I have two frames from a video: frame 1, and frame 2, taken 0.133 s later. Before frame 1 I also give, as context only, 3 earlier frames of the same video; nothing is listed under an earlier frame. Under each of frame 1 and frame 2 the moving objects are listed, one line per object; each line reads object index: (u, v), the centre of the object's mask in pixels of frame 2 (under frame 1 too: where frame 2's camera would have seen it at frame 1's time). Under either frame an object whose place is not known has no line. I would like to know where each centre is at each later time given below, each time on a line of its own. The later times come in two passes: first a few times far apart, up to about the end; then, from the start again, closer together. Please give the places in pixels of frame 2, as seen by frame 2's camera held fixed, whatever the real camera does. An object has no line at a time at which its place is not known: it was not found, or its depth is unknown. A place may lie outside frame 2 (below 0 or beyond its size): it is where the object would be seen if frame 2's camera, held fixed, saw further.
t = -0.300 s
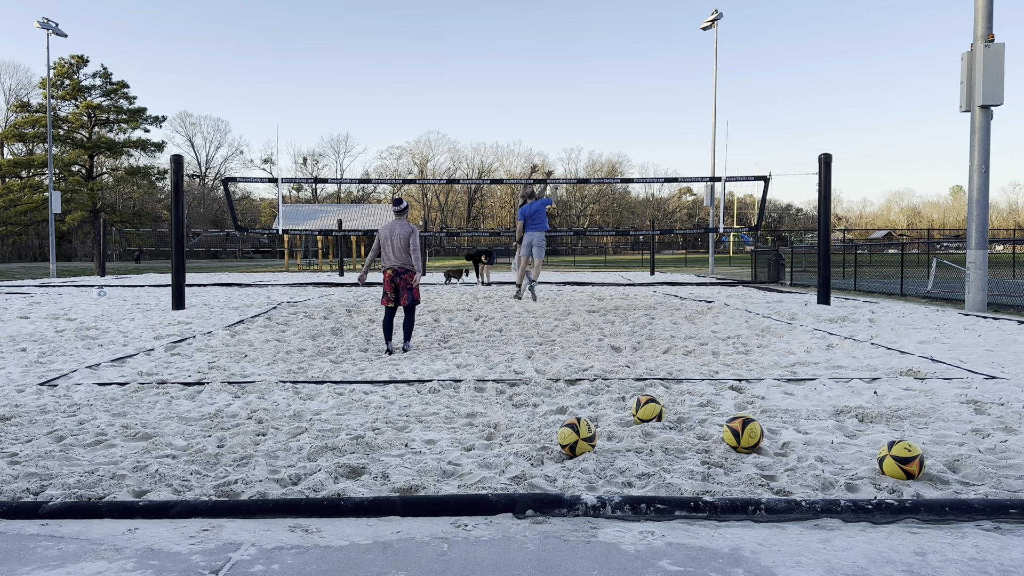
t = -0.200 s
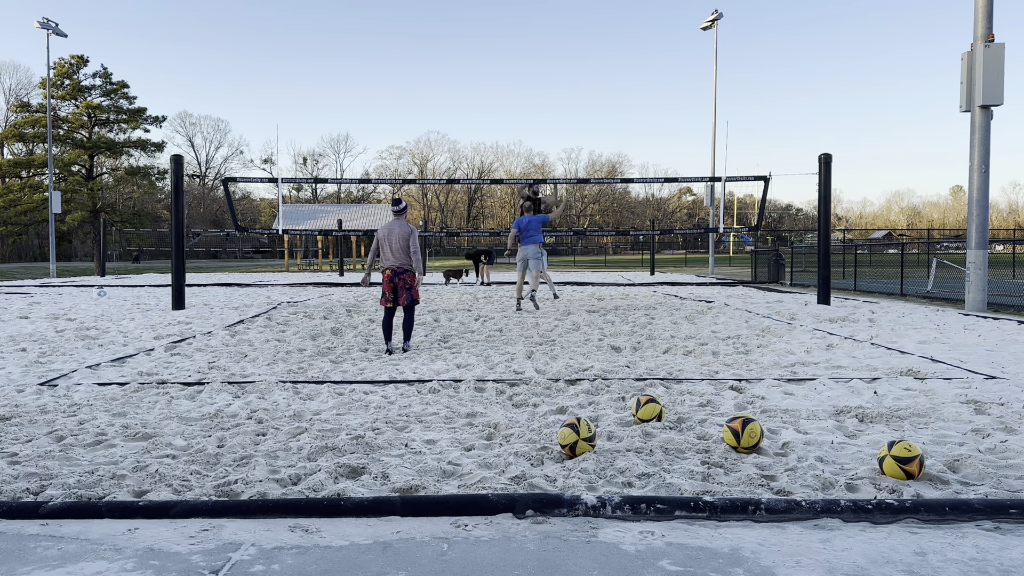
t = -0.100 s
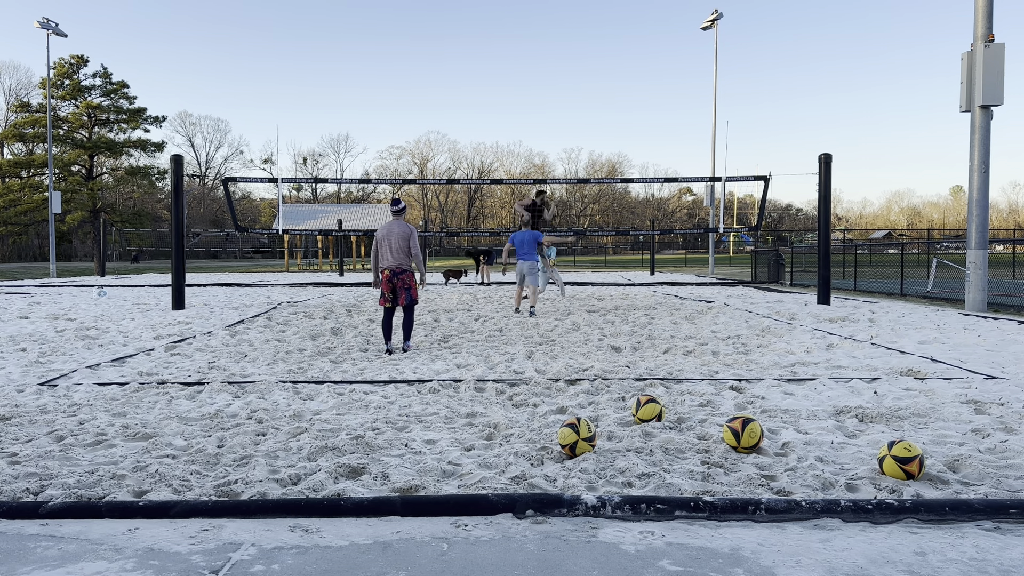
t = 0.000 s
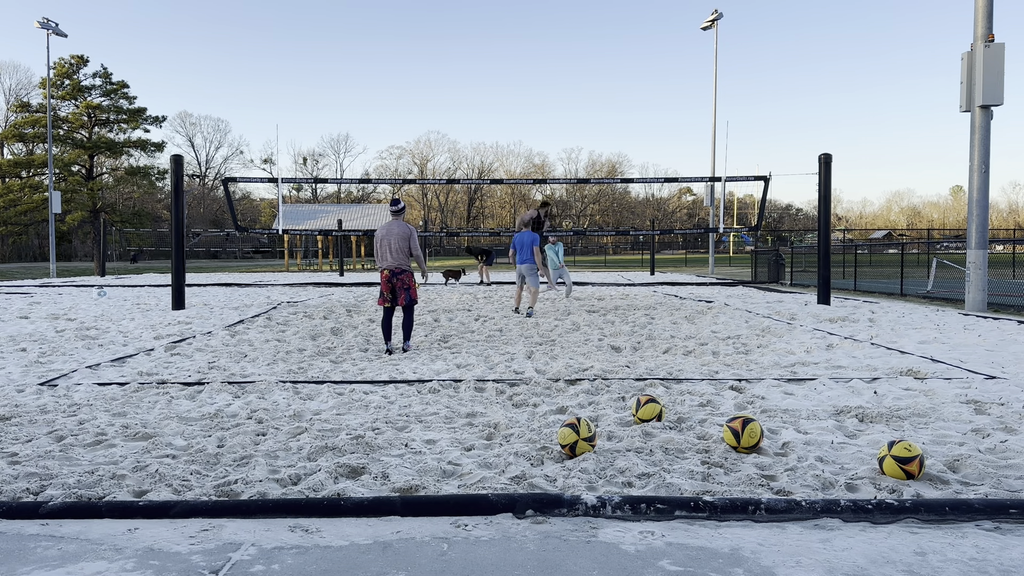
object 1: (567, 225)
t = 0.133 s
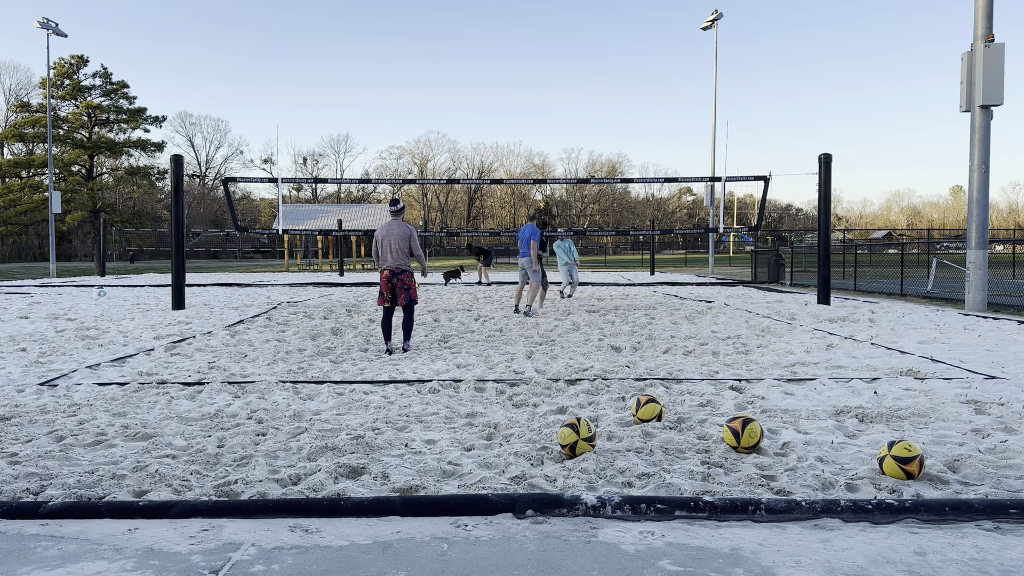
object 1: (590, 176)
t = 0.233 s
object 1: (609, 145)
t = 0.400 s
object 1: (642, 99)
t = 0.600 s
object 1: (686, 58)
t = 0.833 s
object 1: (743, 33)
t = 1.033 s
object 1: (795, 34)
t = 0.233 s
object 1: (609, 145)
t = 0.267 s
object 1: (615, 136)
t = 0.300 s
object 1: (622, 126)
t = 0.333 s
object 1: (628, 117)
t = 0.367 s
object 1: (635, 108)
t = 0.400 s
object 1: (642, 99)
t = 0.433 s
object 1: (649, 91)
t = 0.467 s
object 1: (656, 84)
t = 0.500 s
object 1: (664, 77)
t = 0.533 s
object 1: (671, 70)
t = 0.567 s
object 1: (678, 64)
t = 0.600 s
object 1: (686, 58)
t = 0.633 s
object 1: (694, 53)
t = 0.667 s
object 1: (702, 48)
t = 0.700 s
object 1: (710, 44)
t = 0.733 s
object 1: (718, 40)
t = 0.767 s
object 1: (726, 37)
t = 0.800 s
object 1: (734, 34)
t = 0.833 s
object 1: (743, 33)
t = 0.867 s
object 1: (751, 31)
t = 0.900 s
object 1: (760, 31)
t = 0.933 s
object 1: (769, 30)
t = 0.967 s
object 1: (777, 31)
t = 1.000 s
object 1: (786, 32)
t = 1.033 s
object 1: (795, 34)
